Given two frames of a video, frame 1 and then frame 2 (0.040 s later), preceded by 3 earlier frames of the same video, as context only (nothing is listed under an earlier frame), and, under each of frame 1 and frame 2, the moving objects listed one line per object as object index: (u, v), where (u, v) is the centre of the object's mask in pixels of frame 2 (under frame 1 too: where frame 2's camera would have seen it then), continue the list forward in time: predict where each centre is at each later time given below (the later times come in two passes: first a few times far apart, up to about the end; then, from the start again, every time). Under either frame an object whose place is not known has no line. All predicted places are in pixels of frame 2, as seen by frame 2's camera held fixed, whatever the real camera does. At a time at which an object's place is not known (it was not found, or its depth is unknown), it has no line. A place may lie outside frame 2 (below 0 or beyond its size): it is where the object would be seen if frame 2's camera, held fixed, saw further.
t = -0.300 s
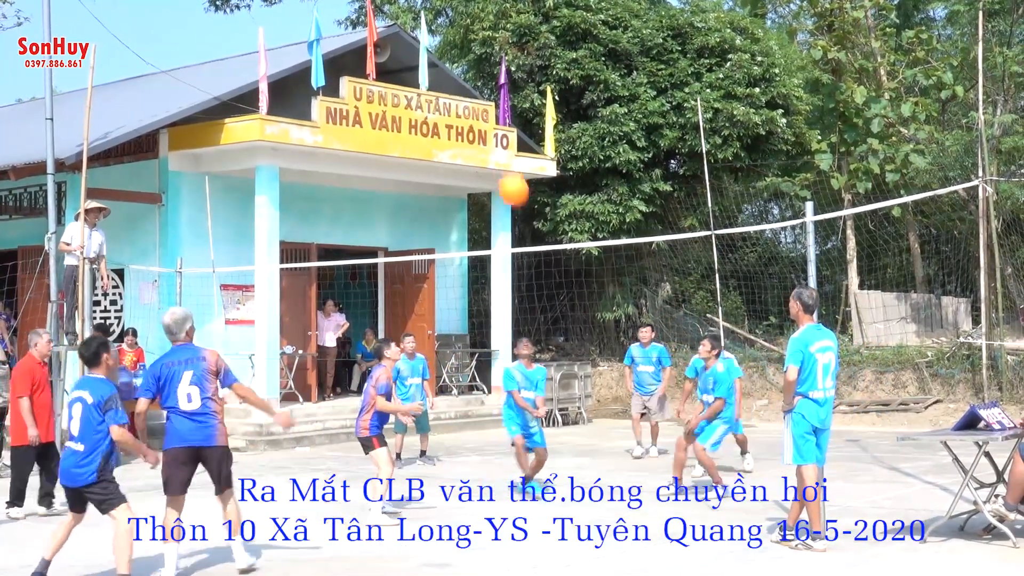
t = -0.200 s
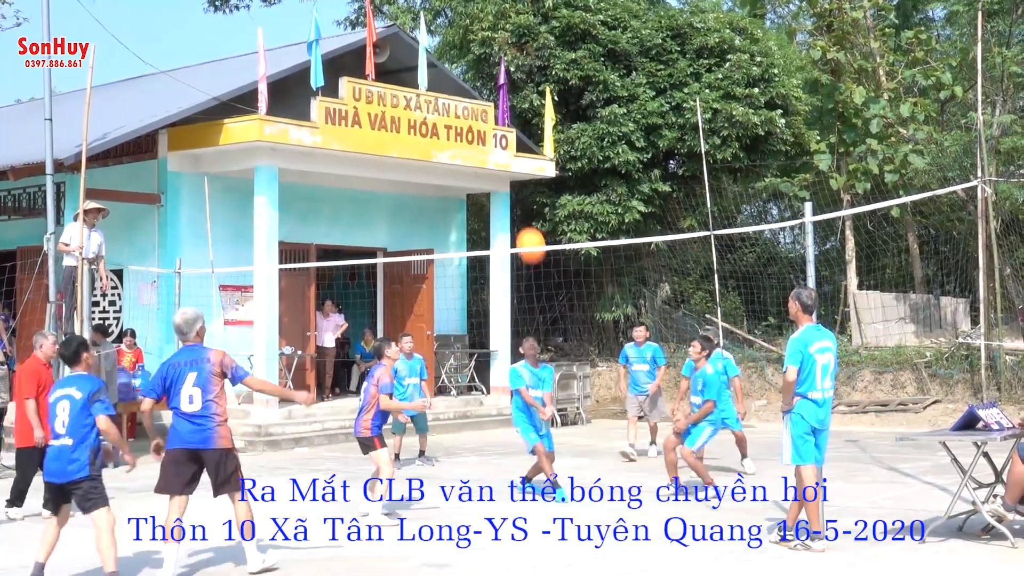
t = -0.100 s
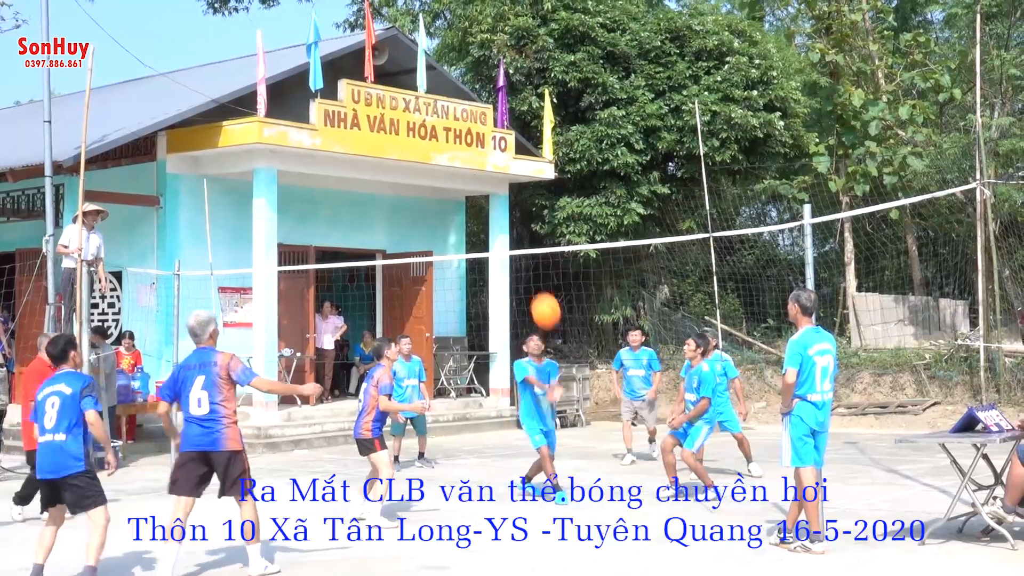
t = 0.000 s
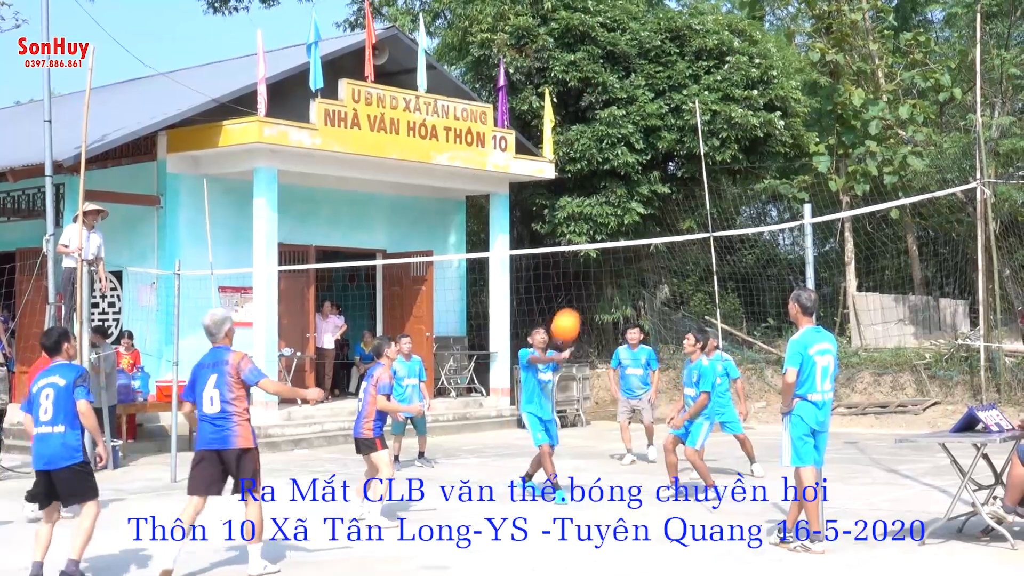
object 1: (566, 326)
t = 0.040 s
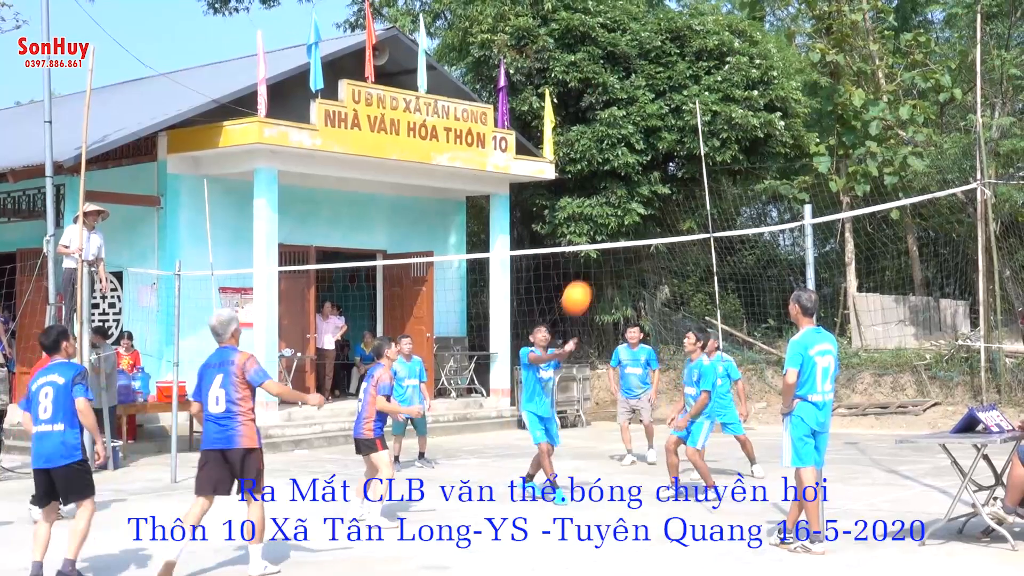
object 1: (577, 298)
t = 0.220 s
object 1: (622, 192)
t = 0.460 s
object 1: (679, 113)
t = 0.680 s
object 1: (730, 95)
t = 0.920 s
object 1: (781, 131)
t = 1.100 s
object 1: (818, 193)
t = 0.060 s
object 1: (582, 284)
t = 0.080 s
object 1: (586, 271)
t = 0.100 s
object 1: (591, 261)
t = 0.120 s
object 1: (598, 248)
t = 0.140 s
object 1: (602, 231)
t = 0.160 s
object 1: (607, 223)
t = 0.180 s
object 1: (613, 213)
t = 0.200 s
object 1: (618, 202)
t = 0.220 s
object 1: (622, 192)
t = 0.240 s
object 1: (627, 183)
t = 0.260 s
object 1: (632, 175)
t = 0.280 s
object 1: (636, 167)
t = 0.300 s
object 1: (642, 159)
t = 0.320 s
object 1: (646, 152)
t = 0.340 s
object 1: (651, 145)
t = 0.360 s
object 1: (656, 138)
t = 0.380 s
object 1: (661, 132)
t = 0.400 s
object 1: (665, 127)
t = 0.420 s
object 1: (670, 122)
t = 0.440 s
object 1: (675, 117)
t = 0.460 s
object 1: (679, 113)
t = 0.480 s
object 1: (684, 109)
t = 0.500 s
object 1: (688, 106)
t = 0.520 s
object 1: (693, 103)
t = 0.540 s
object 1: (698, 101)
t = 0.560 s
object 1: (703, 99)
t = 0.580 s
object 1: (708, 97)
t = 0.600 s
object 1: (711, 96)
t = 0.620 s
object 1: (716, 95)
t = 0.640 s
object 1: (721, 95)
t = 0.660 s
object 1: (725, 95)
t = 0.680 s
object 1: (730, 95)
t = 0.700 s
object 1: (734, 96)
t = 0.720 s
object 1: (738, 97)
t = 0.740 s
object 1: (743, 99)
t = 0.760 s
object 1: (747, 101)
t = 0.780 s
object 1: (751, 103)
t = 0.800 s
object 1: (756, 106)
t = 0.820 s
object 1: (760, 109)
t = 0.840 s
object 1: (764, 113)
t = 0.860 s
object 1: (768, 117)
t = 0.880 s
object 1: (773, 121)
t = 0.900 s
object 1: (777, 125)
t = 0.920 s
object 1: (781, 131)
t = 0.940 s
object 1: (786, 137)
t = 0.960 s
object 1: (790, 143)
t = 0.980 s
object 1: (794, 149)
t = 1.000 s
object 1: (798, 156)
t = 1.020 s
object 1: (802, 162)
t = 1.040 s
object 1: (806, 169)
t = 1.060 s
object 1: (810, 177)
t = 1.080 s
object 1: (814, 185)
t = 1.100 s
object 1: (818, 193)
